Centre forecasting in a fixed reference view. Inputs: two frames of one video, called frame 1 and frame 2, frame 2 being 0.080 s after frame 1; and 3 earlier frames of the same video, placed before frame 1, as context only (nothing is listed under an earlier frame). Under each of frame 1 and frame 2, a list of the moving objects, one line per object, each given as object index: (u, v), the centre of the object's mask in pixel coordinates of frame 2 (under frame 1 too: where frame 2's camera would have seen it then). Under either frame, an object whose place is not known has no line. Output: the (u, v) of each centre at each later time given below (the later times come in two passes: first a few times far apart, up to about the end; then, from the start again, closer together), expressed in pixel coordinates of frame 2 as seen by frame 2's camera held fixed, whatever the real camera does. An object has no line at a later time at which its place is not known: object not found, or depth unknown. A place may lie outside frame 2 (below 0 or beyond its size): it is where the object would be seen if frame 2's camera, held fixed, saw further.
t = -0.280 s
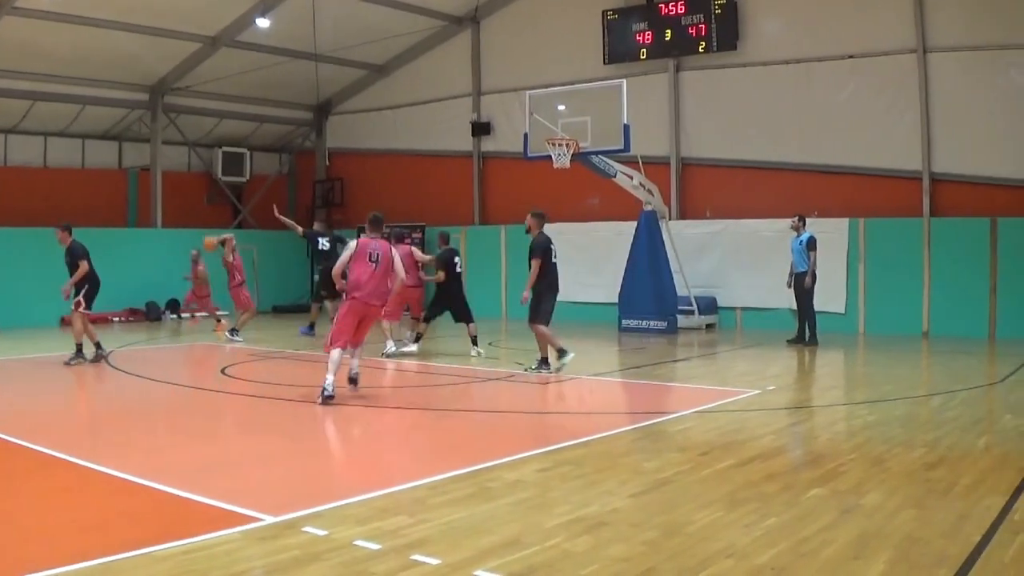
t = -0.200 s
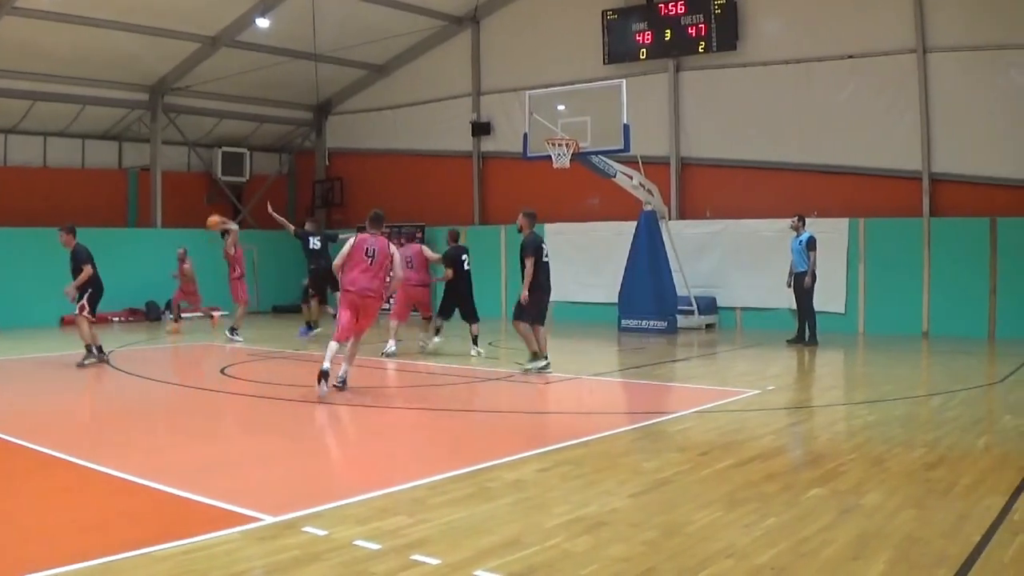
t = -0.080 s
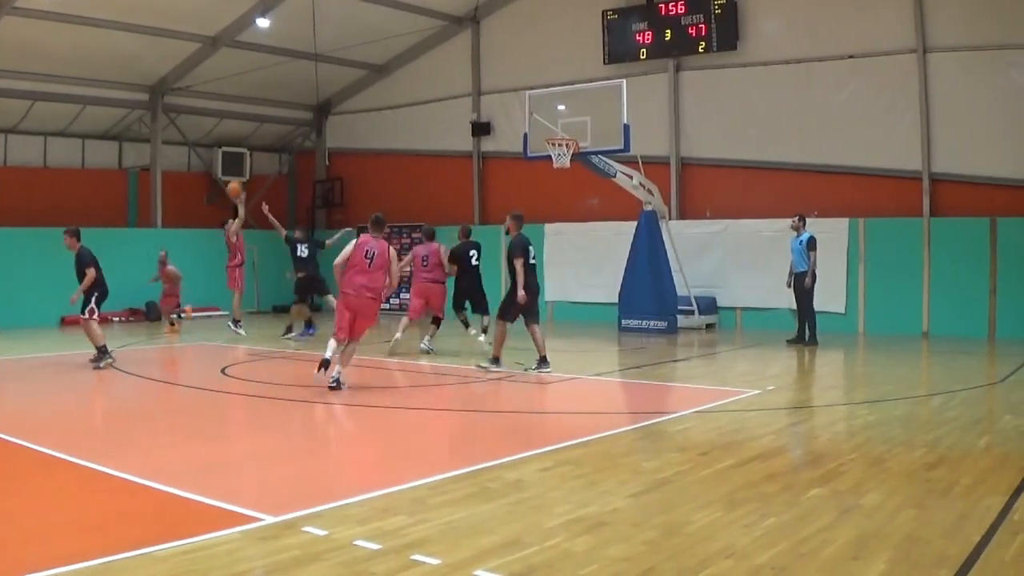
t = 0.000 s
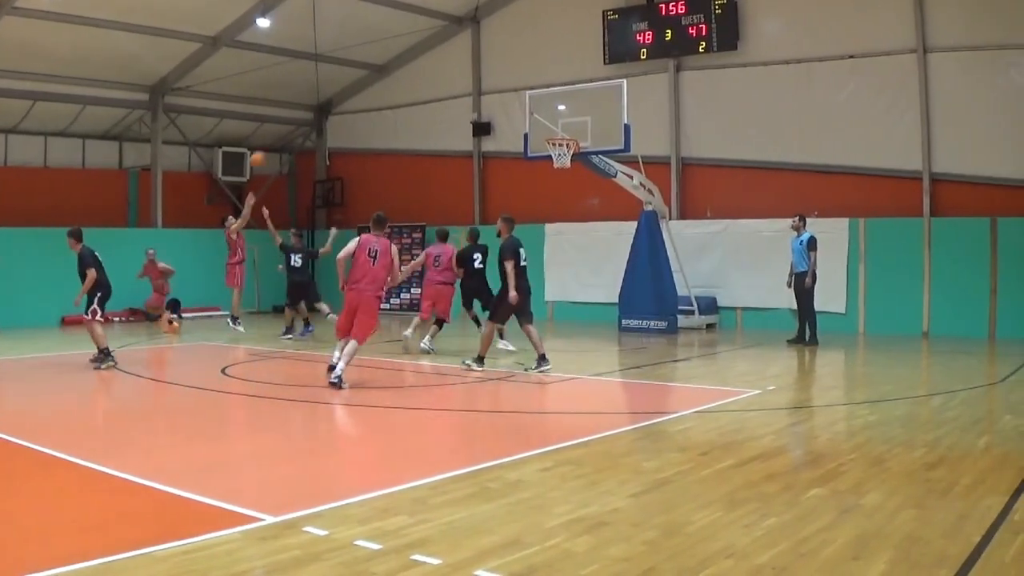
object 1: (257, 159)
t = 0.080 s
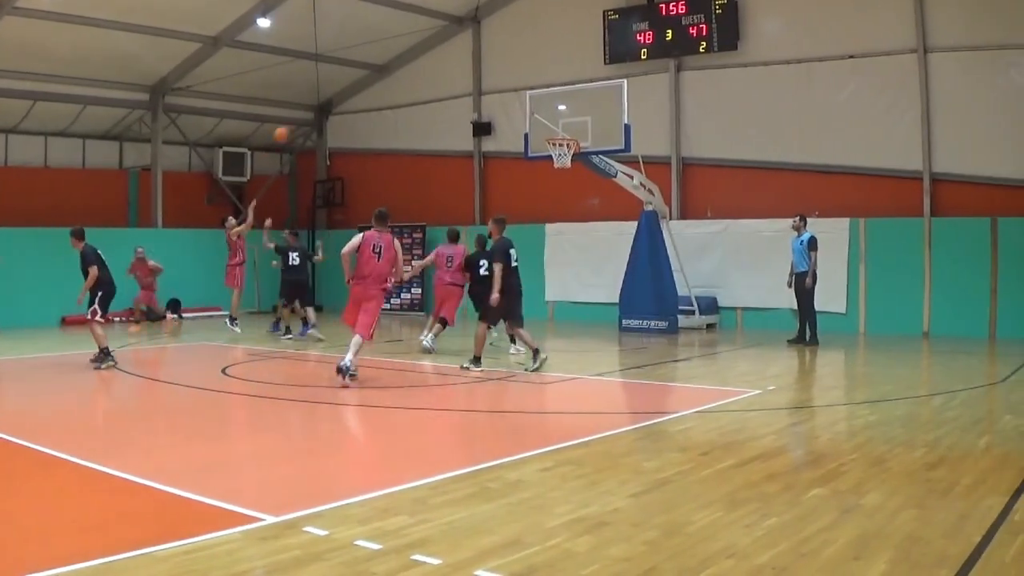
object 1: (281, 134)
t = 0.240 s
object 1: (328, 96)
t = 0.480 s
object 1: (399, 69)
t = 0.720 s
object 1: (468, 78)
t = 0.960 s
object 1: (538, 123)
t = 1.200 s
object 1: (577, 102)
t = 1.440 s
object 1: (581, 90)
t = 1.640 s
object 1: (586, 108)
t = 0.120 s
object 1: (293, 123)
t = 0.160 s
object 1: (304, 113)
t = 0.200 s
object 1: (316, 105)
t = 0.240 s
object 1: (328, 96)
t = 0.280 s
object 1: (339, 88)
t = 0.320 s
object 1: (352, 83)
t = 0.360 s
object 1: (364, 78)
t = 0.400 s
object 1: (376, 74)
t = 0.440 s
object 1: (387, 71)
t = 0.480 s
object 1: (399, 69)
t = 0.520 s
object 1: (410, 68)
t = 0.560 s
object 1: (421, 68)
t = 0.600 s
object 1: (434, 69)
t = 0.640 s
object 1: (445, 71)
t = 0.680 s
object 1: (457, 74)
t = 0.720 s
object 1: (468, 78)
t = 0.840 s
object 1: (503, 96)
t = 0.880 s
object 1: (515, 103)
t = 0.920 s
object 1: (526, 113)
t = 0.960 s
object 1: (538, 123)
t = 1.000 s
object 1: (549, 134)
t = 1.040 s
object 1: (556, 128)
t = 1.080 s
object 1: (561, 119)
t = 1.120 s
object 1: (566, 112)
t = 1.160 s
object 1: (572, 107)
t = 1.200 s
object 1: (577, 102)
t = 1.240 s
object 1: (578, 97)
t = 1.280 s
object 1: (579, 94)
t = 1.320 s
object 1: (580, 91)
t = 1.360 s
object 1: (580, 90)
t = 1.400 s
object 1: (581, 89)
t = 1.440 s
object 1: (581, 90)
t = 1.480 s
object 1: (582, 92)
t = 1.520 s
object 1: (583, 95)
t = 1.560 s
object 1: (584, 98)
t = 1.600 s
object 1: (585, 103)
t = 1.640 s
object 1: (586, 108)
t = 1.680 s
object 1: (587, 115)
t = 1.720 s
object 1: (588, 123)
